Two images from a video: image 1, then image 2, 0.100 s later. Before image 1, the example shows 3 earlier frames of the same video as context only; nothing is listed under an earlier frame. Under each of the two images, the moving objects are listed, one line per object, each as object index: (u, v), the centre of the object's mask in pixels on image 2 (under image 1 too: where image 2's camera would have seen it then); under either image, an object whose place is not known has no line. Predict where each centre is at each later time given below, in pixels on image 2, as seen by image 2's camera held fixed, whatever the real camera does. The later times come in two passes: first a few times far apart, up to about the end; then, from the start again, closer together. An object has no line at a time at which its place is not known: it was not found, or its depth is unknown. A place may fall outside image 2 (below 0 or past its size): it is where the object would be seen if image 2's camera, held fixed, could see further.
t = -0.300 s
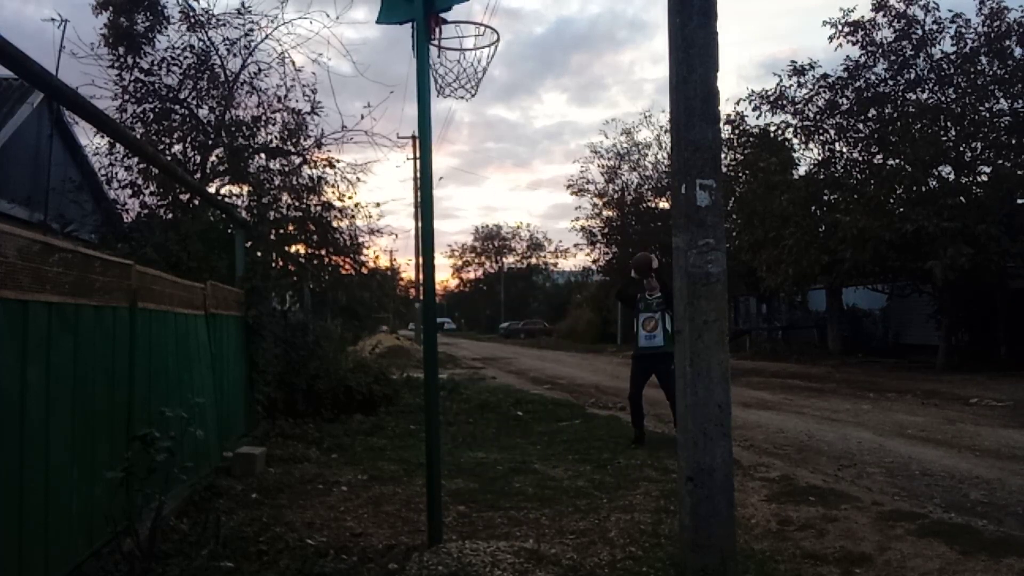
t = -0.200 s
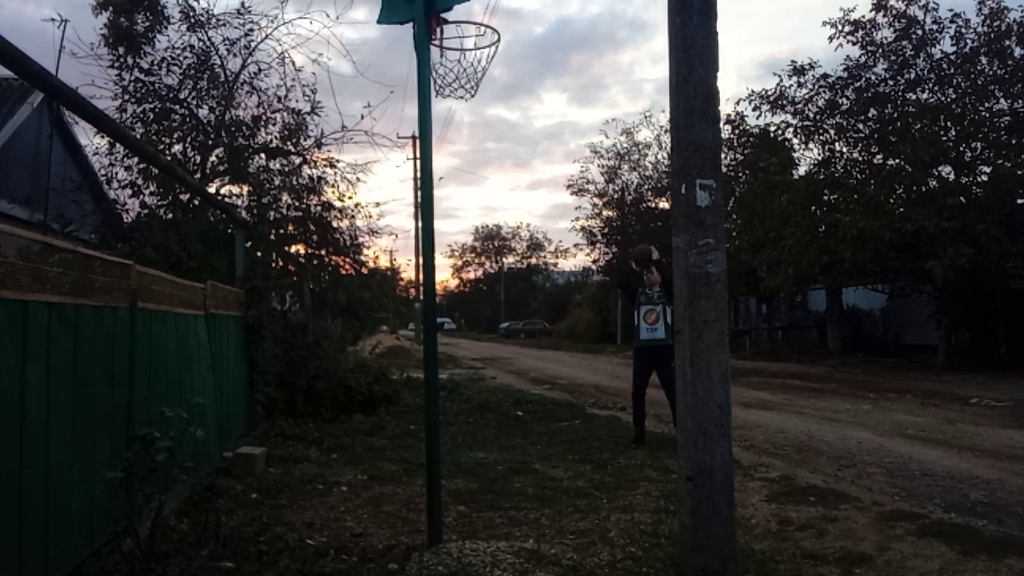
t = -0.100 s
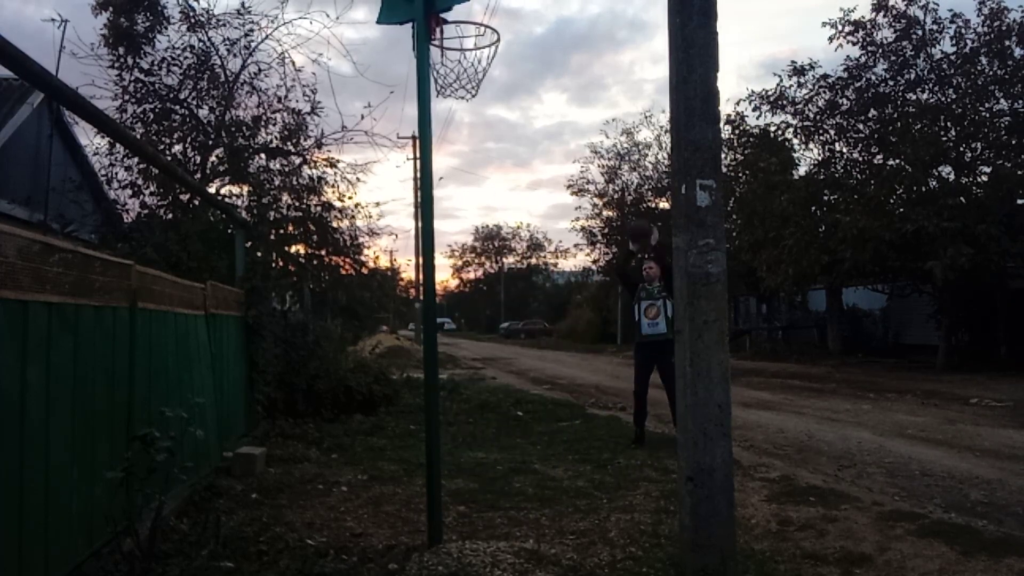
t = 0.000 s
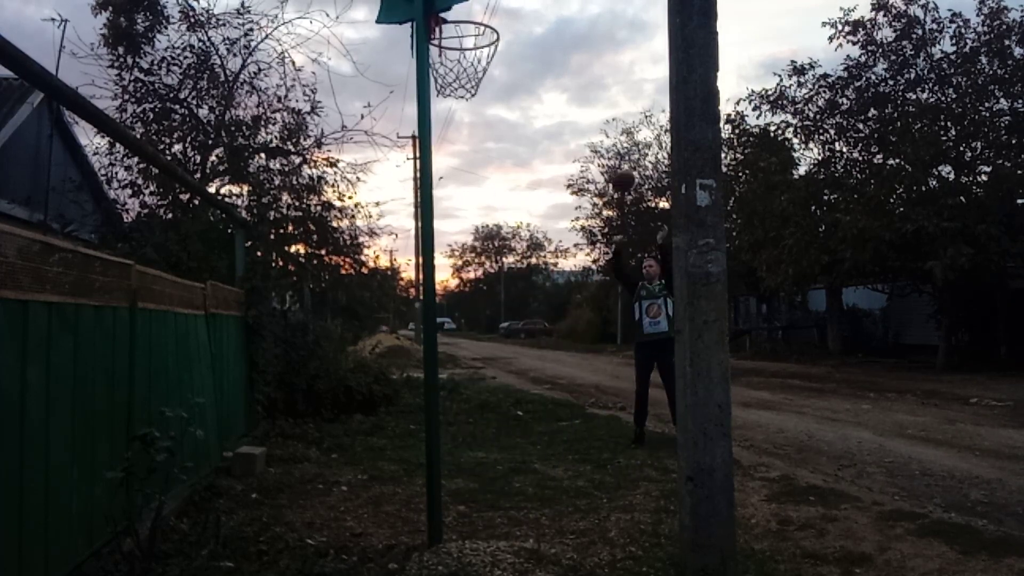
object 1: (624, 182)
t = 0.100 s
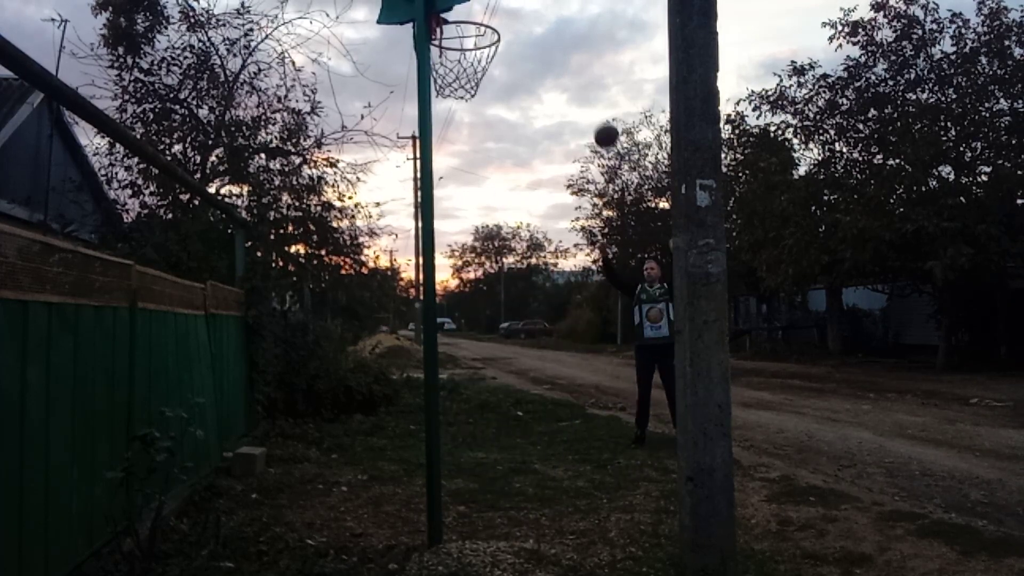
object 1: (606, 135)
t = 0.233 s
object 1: (581, 84)
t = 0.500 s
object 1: (521, 20)
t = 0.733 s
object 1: (452, 30)
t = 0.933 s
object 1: (462, 87)
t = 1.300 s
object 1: (500, 376)
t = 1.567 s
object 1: (540, 429)
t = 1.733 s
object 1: (567, 372)
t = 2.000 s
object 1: (605, 370)
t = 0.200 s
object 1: (588, 96)
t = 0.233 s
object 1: (581, 84)
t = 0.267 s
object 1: (574, 73)
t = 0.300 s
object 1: (567, 63)
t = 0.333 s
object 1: (560, 53)
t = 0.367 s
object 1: (553, 45)
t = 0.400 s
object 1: (546, 37)
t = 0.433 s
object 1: (538, 31)
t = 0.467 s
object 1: (530, 25)
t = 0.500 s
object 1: (521, 20)
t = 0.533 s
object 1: (513, 17)
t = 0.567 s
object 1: (503, 16)
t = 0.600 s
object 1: (494, 15)
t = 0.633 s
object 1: (484, 16)
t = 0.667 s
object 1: (473, 18)
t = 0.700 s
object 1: (463, 23)
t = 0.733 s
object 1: (452, 30)
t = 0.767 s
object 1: (445, 36)
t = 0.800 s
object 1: (446, 39)
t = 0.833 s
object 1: (452, 50)
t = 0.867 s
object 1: (456, 62)
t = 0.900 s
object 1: (459, 73)
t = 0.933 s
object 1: (462, 87)
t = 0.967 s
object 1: (465, 103)
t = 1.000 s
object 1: (469, 122)
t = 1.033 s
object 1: (472, 142)
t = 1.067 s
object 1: (476, 164)
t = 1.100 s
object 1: (479, 188)
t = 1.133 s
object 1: (482, 214)
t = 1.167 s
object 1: (487, 241)
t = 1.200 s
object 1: (490, 274)
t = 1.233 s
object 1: (492, 301)
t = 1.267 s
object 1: (495, 338)
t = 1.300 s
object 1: (500, 376)
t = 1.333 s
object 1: (503, 416)
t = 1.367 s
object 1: (508, 457)
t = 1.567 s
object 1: (540, 429)
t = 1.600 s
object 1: (545, 414)
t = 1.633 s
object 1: (551, 402)
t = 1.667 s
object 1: (557, 389)
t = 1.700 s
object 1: (562, 379)
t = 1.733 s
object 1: (567, 372)
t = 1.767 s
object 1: (572, 366)
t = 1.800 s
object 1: (577, 362)
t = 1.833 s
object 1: (582, 359)
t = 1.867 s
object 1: (586, 359)
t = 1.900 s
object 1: (591, 359)
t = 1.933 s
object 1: (596, 361)
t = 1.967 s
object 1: (601, 365)
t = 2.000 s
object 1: (605, 370)
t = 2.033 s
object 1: (609, 377)
